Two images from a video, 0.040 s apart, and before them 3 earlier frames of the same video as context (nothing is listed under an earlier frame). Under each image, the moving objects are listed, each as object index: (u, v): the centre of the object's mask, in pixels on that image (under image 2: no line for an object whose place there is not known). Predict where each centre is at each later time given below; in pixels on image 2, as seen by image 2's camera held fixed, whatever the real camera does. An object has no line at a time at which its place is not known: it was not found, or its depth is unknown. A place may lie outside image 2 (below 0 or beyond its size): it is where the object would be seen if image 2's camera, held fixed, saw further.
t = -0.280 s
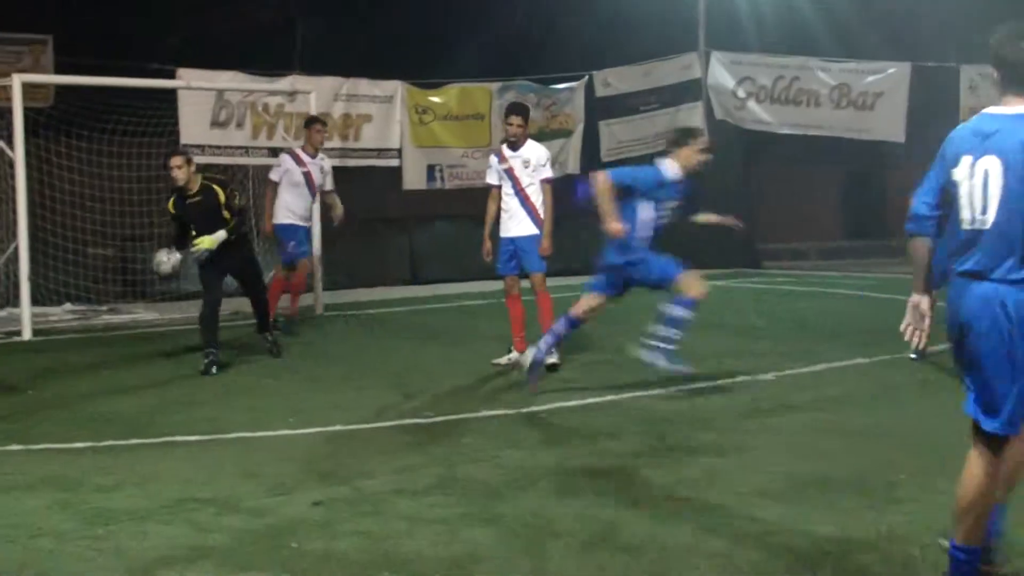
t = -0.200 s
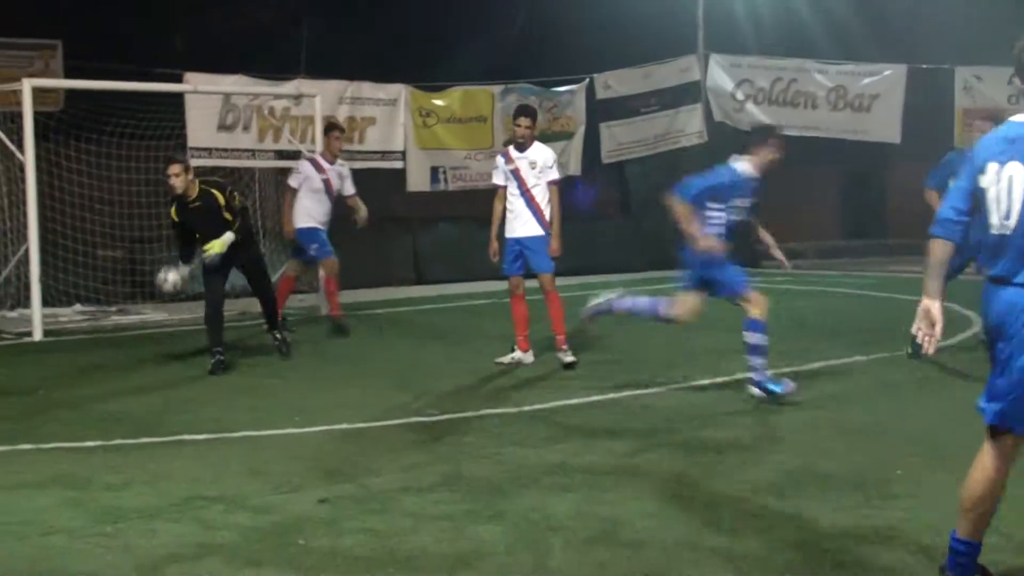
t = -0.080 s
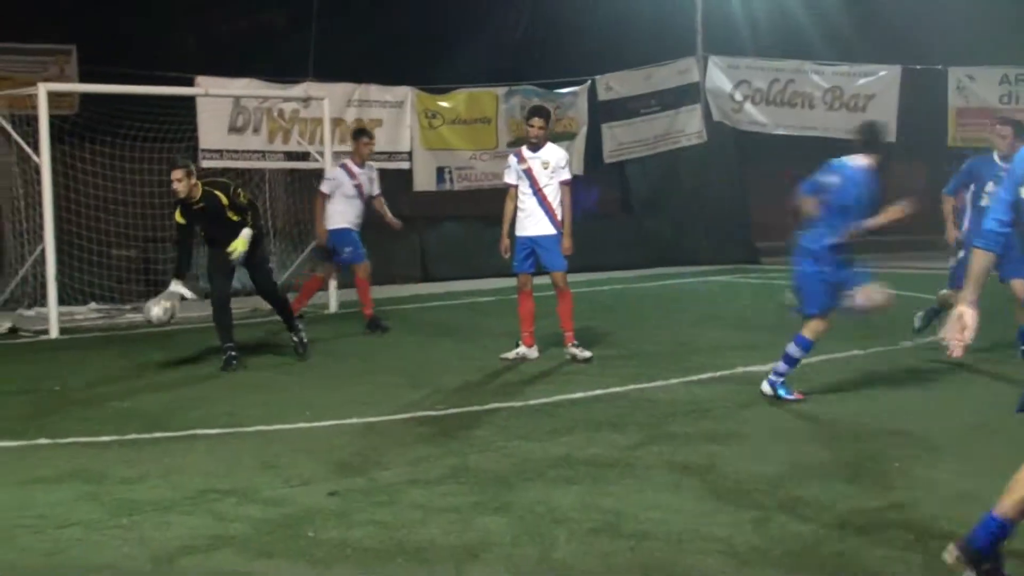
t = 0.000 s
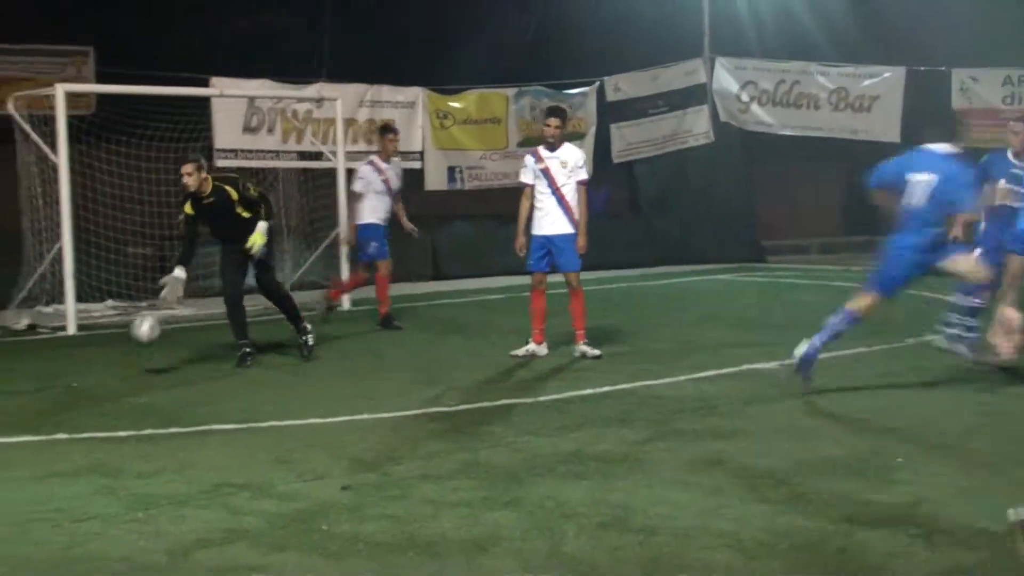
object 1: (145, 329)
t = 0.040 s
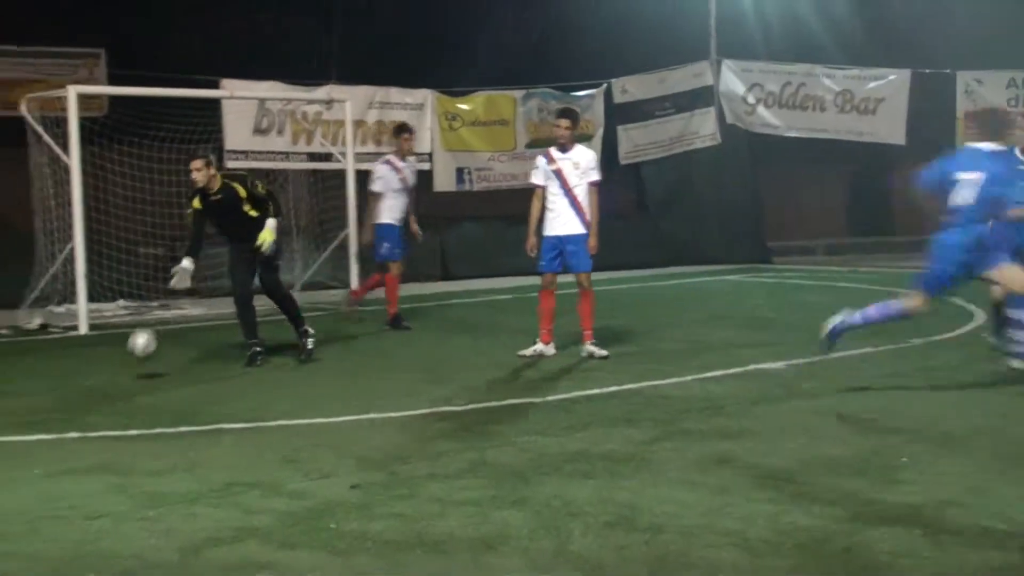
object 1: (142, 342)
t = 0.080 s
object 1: (129, 359)
